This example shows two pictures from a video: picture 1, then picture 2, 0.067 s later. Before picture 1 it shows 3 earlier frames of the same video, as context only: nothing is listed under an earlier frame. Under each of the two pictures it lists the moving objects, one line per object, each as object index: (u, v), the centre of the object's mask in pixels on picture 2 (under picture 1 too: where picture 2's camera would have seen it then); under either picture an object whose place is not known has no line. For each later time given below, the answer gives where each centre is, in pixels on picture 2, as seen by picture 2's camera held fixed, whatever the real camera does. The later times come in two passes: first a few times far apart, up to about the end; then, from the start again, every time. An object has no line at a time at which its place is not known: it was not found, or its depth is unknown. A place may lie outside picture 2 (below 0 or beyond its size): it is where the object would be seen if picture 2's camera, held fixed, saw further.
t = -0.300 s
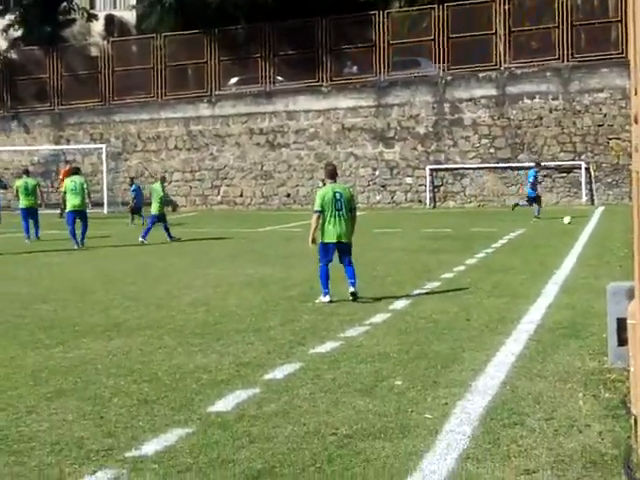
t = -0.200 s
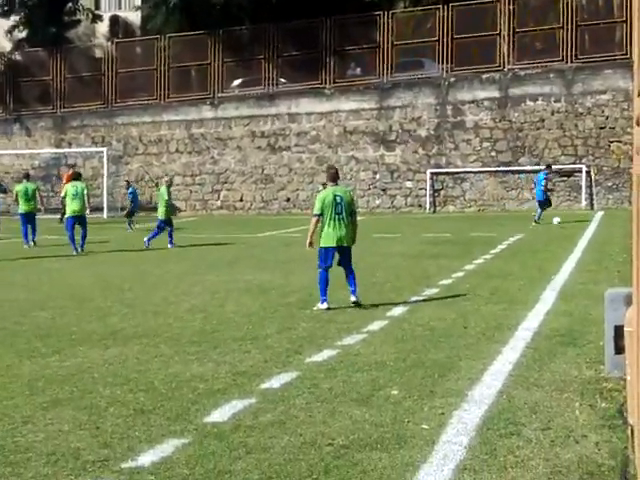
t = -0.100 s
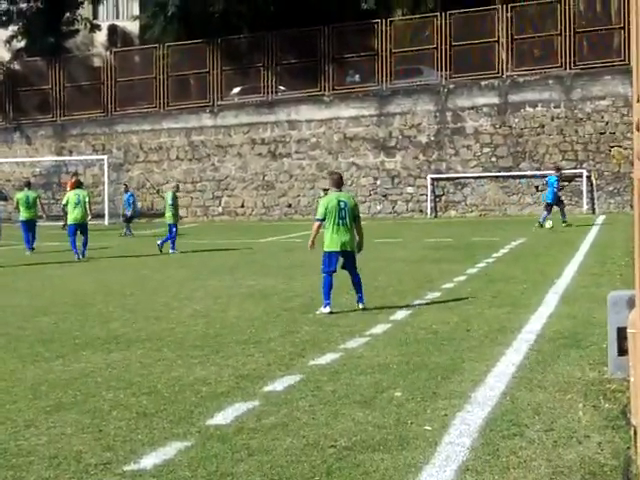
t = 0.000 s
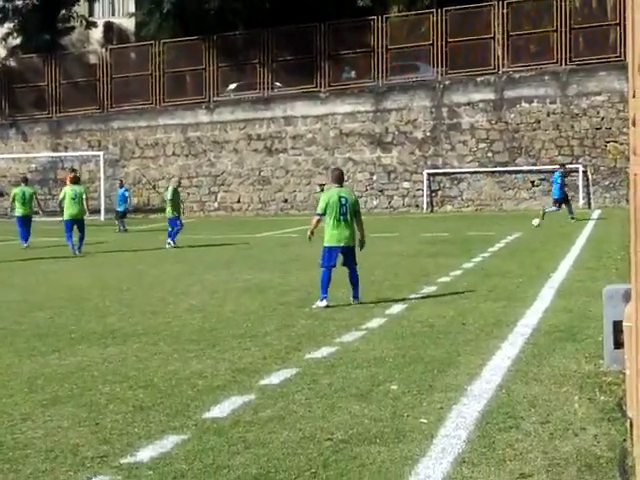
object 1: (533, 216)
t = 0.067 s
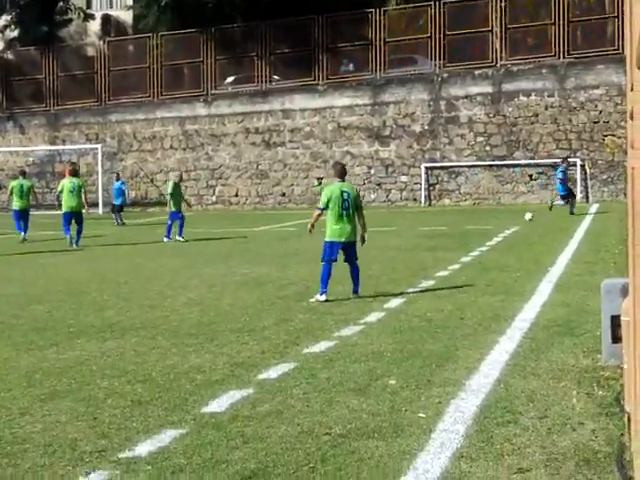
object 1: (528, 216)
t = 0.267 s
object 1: (514, 219)
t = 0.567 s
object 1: (496, 216)
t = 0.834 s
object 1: (482, 216)
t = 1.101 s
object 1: (469, 216)
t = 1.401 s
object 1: (457, 215)
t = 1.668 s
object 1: (447, 215)
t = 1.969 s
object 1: (437, 215)
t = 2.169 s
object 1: (431, 215)
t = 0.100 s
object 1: (525, 215)
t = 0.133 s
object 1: (524, 214)
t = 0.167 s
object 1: (520, 215)
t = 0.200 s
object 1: (519, 216)
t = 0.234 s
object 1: (516, 218)
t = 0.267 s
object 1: (514, 219)
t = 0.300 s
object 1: (512, 217)
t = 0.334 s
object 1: (510, 216)
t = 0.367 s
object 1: (507, 216)
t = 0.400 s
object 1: (505, 216)
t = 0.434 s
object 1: (504, 216)
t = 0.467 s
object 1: (502, 216)
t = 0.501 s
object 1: (500, 216)
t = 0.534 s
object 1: (497, 217)
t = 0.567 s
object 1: (496, 216)
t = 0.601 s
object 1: (494, 216)
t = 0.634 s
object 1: (493, 216)
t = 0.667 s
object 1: (490, 216)
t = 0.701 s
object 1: (488, 216)
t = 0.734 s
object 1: (487, 217)
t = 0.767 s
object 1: (485, 217)
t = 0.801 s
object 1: (484, 216)
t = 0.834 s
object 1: (482, 216)
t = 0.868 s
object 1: (481, 216)
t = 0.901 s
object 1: (479, 216)
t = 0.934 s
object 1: (477, 216)
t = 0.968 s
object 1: (475, 216)
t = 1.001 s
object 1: (473, 217)
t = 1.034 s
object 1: (472, 216)
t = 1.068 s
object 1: (470, 215)
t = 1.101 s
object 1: (469, 216)
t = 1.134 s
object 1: (468, 216)
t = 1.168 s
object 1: (466, 215)
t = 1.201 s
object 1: (465, 215)
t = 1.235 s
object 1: (464, 215)
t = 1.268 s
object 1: (462, 215)
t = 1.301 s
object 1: (461, 215)
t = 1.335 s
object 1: (460, 215)
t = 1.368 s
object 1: (458, 215)
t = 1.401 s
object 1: (457, 215)
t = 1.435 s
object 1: (456, 215)
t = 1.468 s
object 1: (454, 215)
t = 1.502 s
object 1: (453, 216)
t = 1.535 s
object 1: (451, 215)
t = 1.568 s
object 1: (450, 215)
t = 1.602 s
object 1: (449, 215)
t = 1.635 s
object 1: (448, 215)
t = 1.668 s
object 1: (447, 215)
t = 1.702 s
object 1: (445, 215)
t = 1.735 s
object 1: (444, 215)
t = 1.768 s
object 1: (443, 215)
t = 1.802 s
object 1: (442, 215)
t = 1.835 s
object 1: (441, 214)
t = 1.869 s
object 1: (440, 214)
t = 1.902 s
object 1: (439, 215)
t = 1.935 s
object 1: (438, 215)
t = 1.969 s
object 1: (437, 215)
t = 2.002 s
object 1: (436, 215)
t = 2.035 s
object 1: (435, 215)
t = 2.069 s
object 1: (433, 215)
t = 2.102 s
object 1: (432, 215)
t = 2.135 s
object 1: (431, 215)
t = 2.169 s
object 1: (431, 215)
